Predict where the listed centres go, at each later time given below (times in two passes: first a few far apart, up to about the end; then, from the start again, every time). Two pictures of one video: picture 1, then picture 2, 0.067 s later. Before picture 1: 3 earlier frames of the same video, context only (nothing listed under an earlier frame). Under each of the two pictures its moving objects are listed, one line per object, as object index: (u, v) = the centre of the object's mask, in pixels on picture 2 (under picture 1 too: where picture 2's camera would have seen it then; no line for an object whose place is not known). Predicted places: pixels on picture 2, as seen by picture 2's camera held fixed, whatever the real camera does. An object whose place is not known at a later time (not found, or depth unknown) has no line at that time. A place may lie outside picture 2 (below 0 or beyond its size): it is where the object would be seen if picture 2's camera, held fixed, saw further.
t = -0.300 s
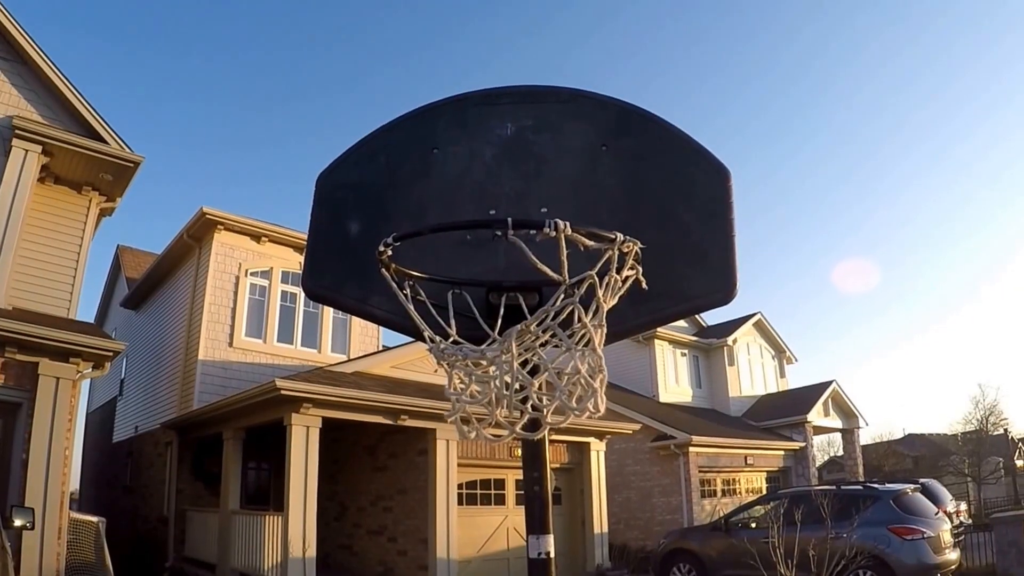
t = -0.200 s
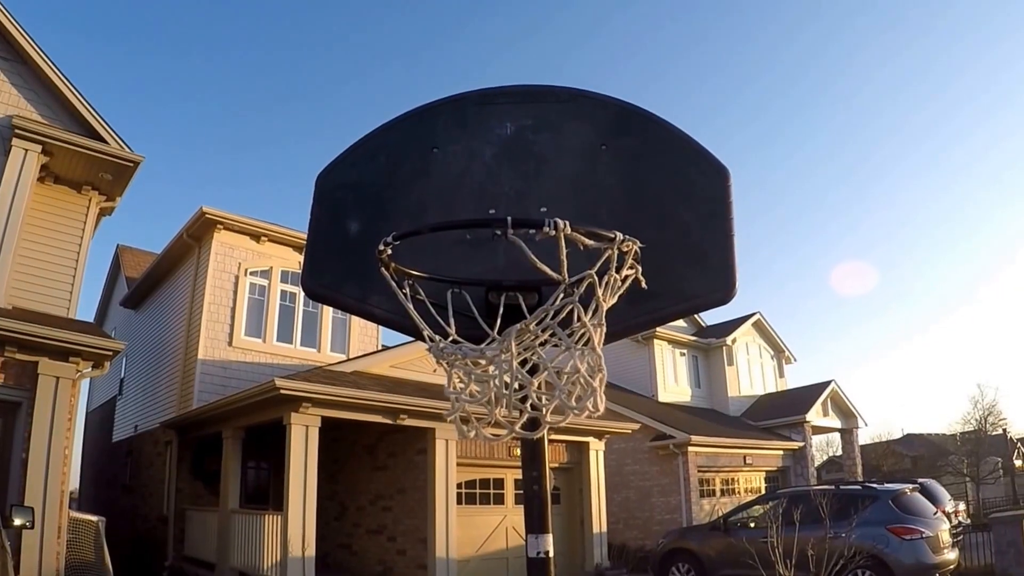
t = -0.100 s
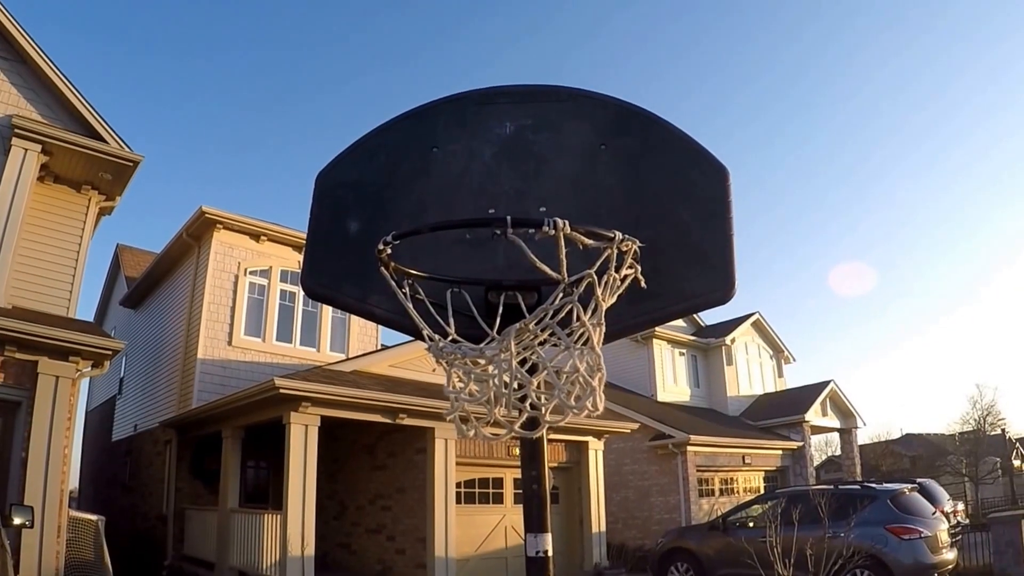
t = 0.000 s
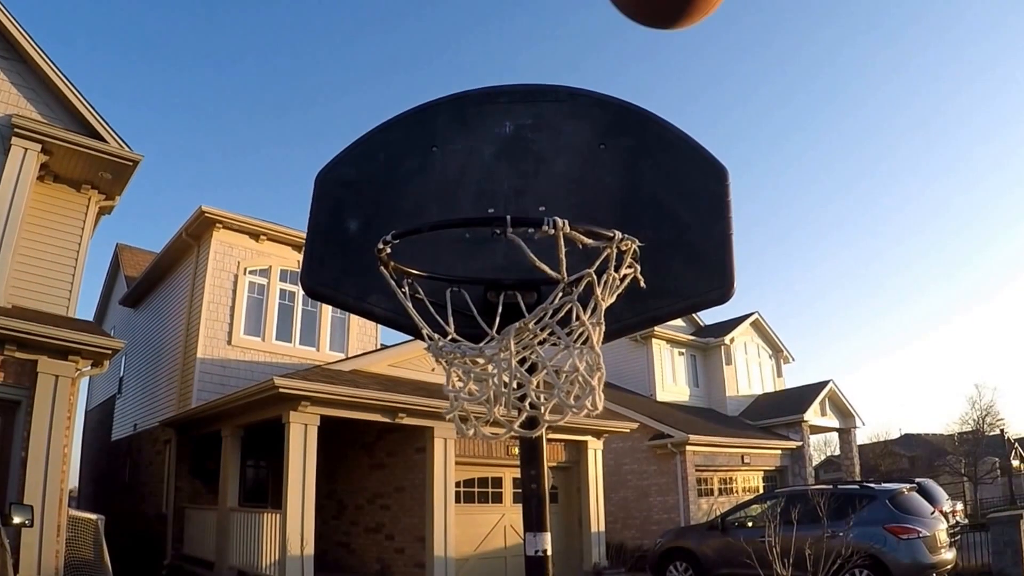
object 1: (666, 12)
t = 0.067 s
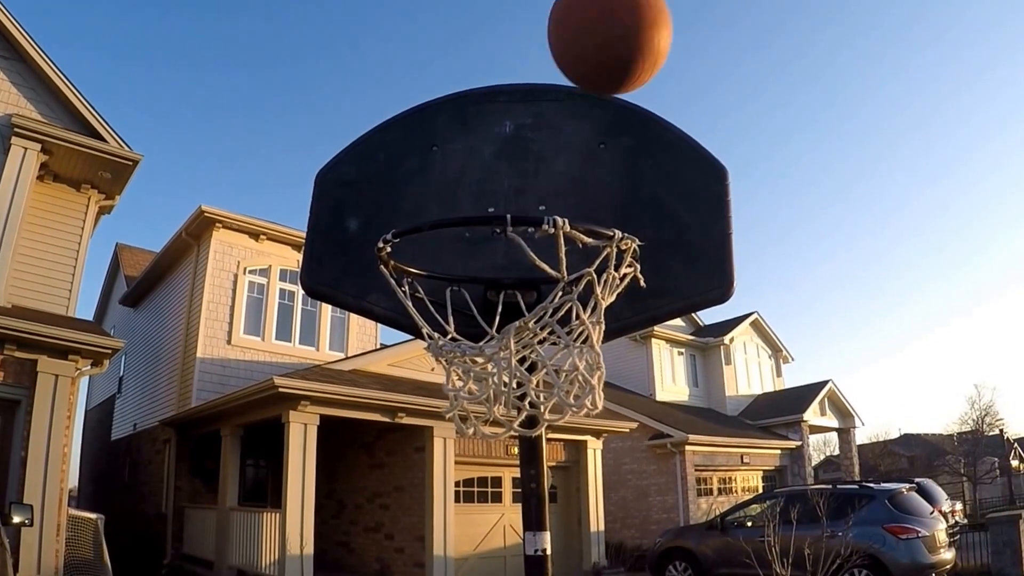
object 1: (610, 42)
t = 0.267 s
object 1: (506, 191)
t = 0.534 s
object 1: (464, 144)
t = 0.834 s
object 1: (482, 205)
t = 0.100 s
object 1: (586, 69)
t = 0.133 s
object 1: (565, 110)
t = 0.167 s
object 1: (546, 151)
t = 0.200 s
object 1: (528, 182)
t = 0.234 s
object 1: (506, 234)
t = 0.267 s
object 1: (506, 191)
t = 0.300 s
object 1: (500, 180)
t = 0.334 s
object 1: (495, 167)
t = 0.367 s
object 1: (490, 155)
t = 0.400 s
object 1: (486, 144)
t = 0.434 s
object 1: (480, 139)
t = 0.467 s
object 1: (475, 137)
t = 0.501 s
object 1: (470, 138)
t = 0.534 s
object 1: (464, 144)
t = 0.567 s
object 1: (458, 154)
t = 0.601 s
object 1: (452, 168)
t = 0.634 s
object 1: (443, 180)
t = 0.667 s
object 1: (438, 215)
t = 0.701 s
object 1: (444, 208)
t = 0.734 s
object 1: (453, 200)
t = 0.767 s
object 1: (463, 196)
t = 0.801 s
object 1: (472, 197)
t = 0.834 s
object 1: (482, 205)
